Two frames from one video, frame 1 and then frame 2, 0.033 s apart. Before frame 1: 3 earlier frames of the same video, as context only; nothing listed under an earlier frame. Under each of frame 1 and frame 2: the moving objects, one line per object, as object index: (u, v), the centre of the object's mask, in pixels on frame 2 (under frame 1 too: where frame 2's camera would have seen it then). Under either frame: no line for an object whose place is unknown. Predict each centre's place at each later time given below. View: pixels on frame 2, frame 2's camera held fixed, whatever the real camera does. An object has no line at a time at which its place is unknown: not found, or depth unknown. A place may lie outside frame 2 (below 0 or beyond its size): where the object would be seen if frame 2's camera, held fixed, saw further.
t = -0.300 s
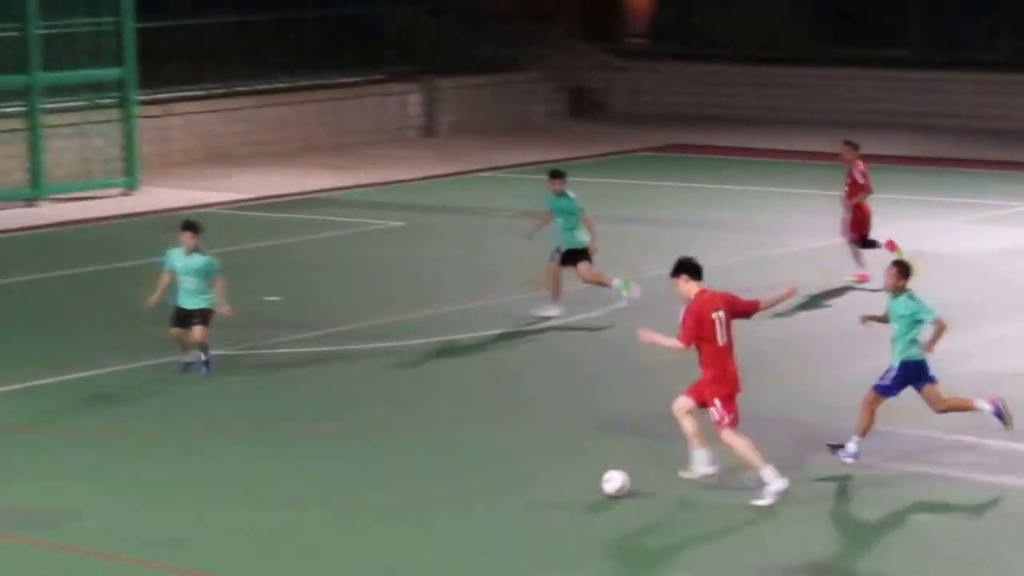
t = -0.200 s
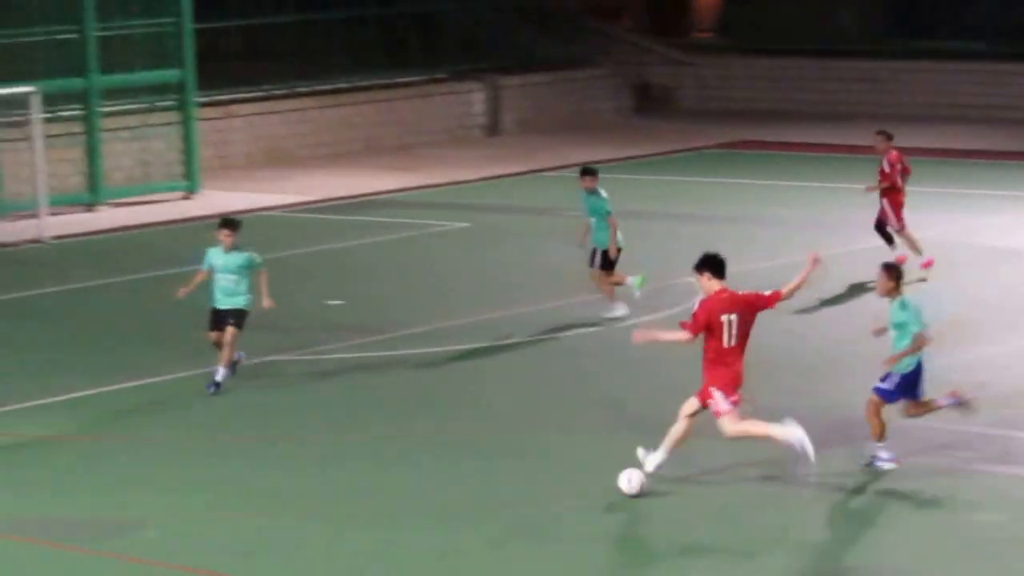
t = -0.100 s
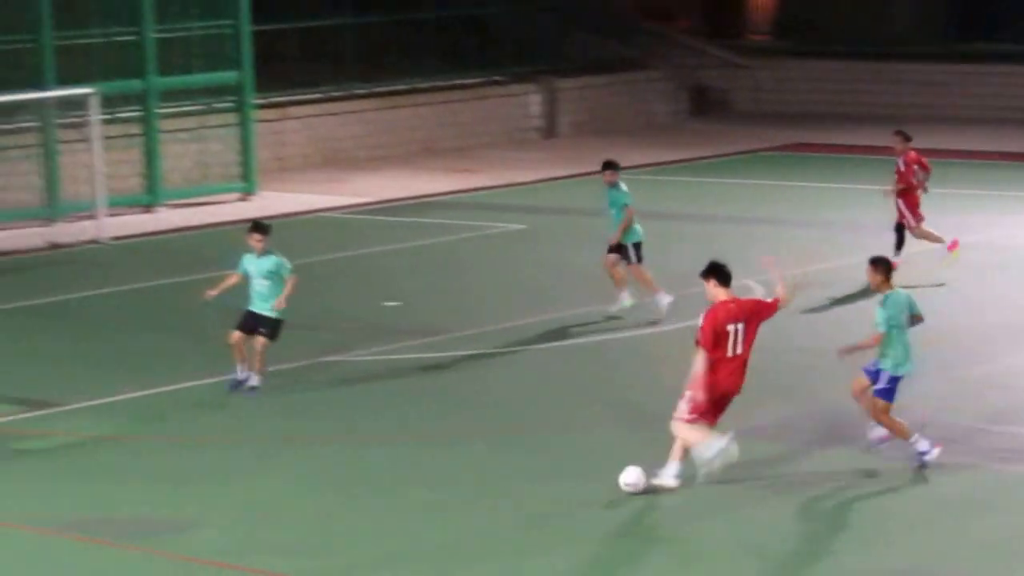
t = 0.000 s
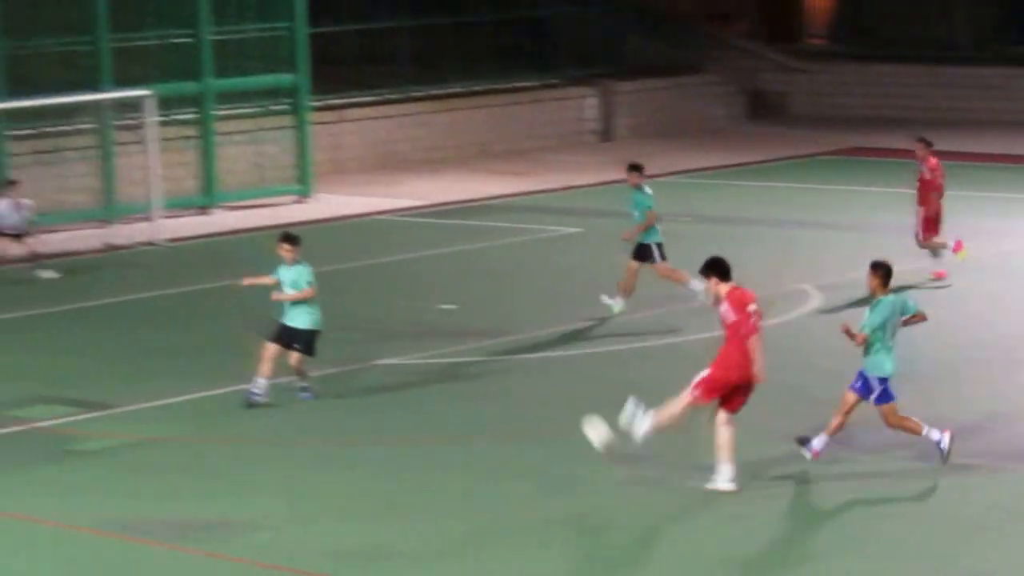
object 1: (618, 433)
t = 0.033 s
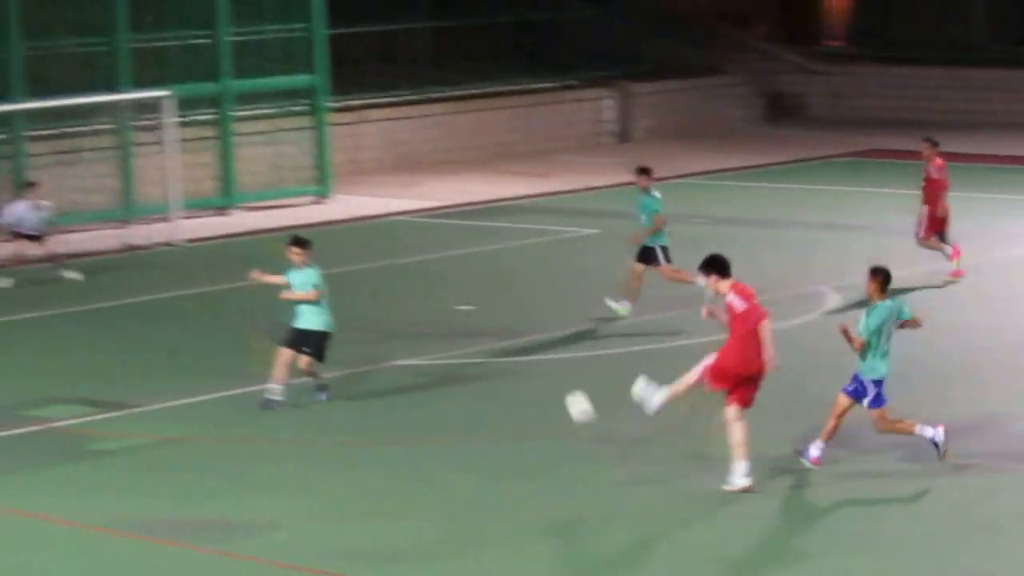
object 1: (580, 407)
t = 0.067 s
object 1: (547, 385)
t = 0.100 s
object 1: (517, 365)
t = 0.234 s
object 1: (426, 314)
